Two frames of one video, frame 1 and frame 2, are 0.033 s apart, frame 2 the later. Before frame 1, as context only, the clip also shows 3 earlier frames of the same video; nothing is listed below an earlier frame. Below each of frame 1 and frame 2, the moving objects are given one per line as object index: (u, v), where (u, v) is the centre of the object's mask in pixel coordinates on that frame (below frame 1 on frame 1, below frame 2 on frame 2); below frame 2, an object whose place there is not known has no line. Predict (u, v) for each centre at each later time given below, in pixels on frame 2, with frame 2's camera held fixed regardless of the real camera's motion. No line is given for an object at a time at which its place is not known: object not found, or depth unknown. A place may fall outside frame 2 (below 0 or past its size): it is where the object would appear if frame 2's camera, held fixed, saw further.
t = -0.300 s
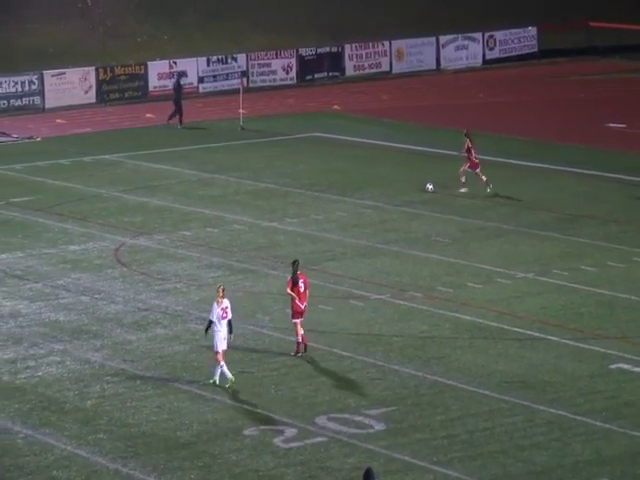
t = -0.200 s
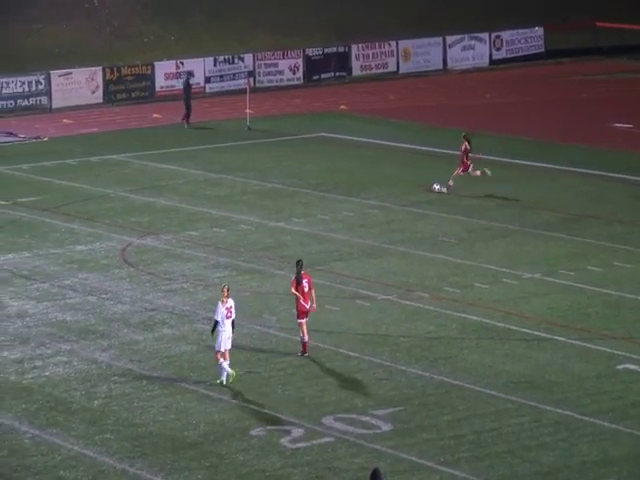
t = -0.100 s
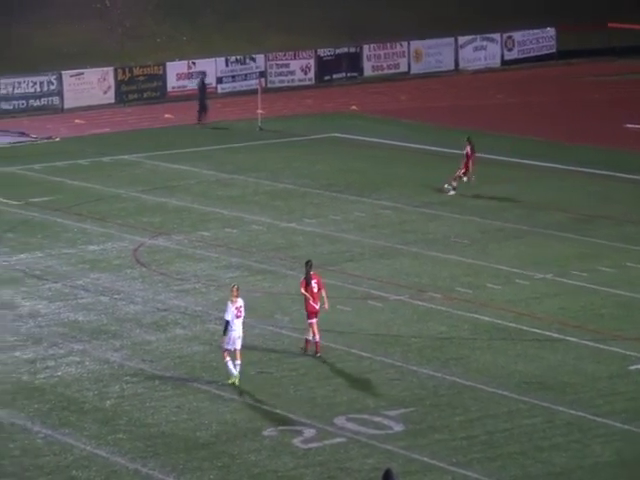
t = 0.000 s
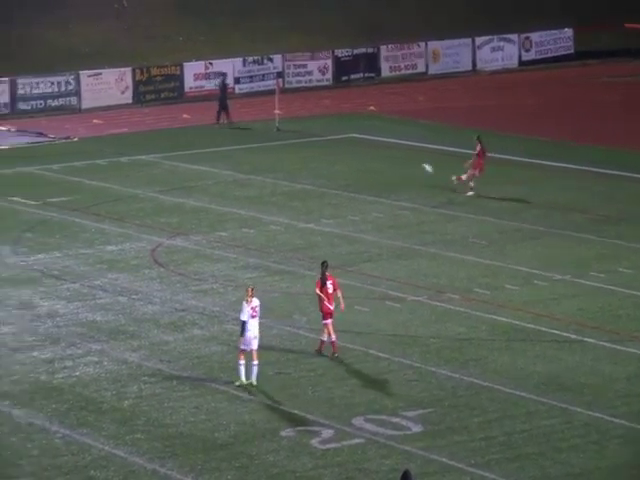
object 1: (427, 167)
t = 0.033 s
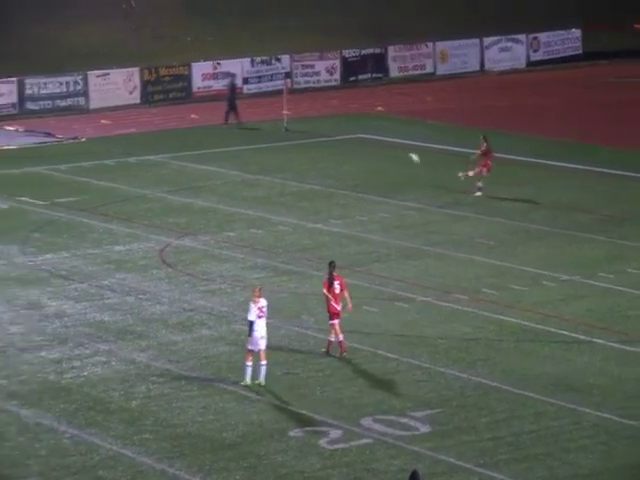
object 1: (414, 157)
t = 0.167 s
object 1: (339, 118)
